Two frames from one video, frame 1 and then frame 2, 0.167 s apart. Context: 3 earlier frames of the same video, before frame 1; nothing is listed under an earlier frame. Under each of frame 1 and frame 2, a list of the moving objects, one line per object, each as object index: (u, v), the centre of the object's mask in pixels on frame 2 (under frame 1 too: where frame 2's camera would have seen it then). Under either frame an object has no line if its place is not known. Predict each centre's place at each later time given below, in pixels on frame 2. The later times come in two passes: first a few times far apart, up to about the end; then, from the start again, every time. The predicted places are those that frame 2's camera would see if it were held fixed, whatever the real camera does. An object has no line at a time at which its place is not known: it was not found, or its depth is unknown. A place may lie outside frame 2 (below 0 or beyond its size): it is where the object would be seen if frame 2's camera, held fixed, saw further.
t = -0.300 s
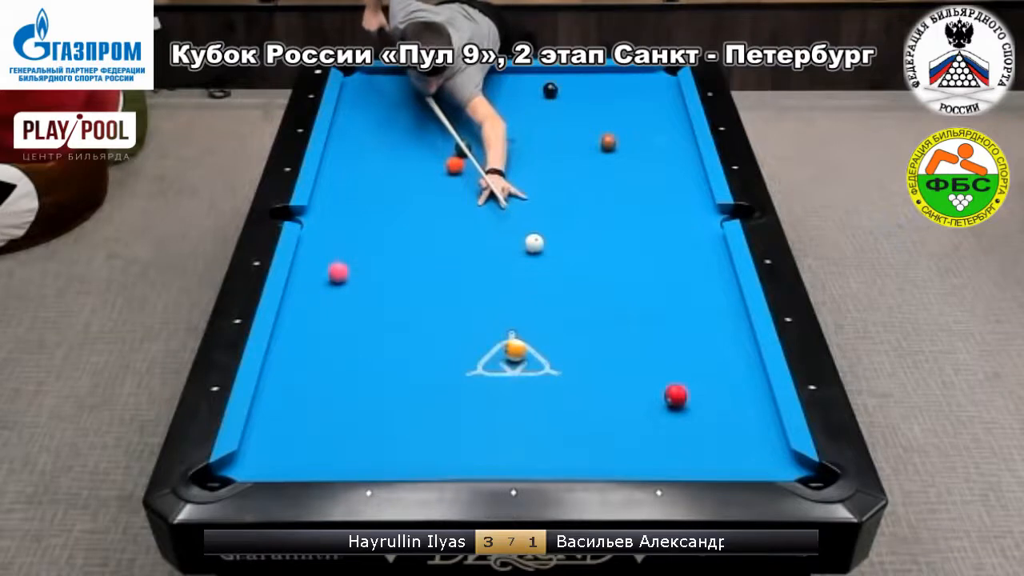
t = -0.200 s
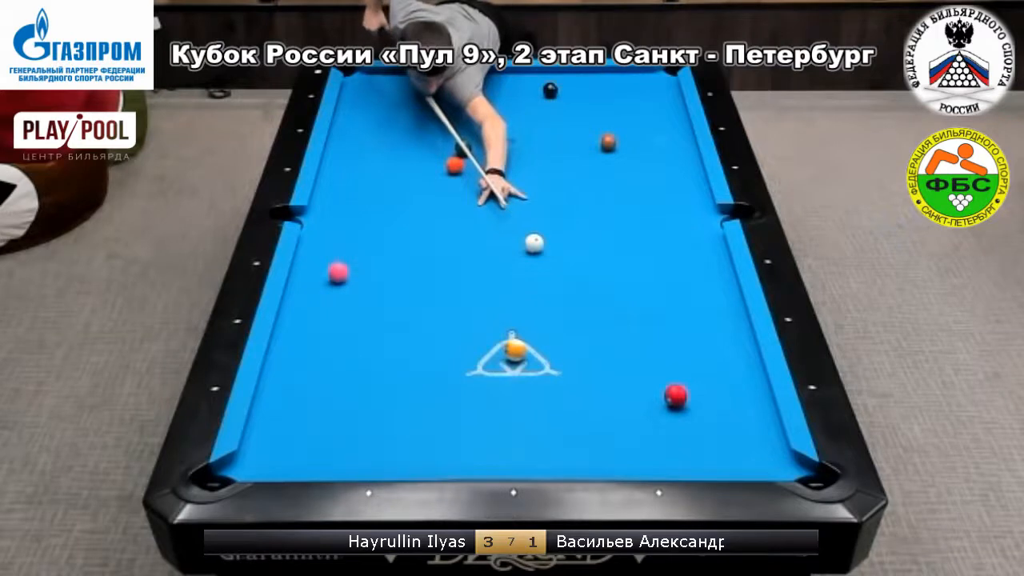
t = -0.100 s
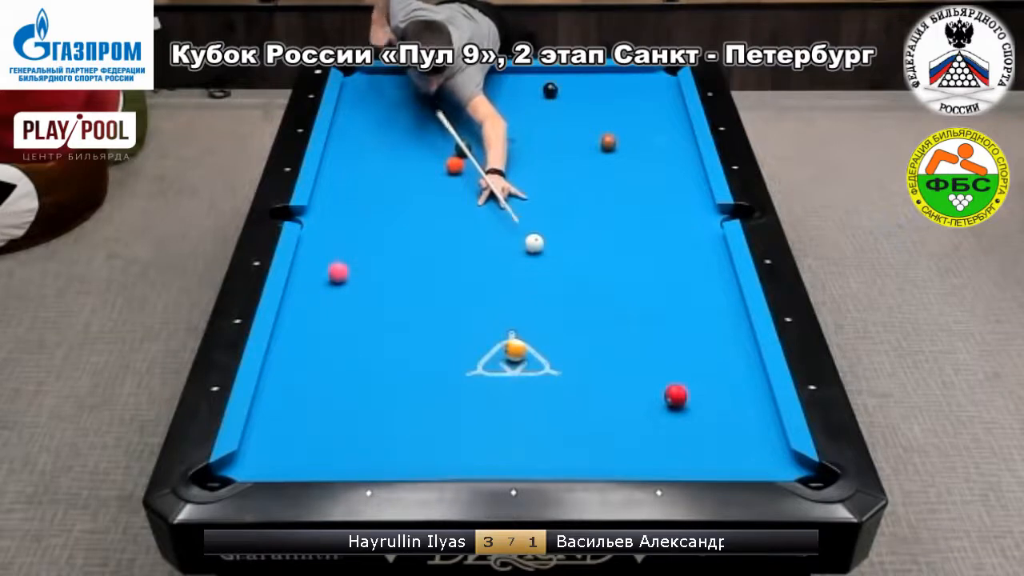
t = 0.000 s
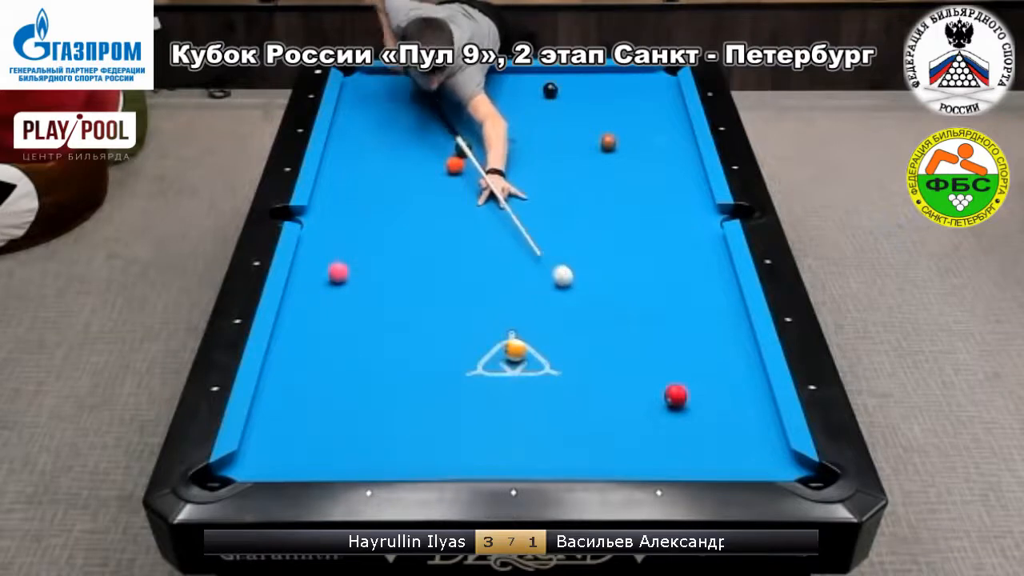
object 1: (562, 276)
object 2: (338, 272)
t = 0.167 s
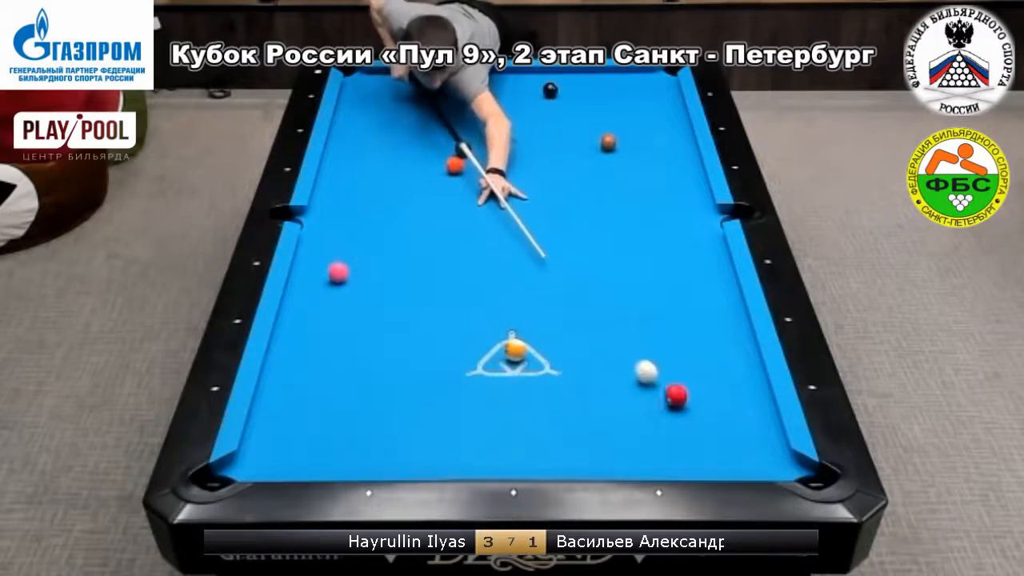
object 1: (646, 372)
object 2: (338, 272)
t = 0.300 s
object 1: (633, 405)
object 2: (338, 272)
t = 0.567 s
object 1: (588, 455)
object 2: (338, 272)
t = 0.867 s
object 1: (530, 433)
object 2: (338, 272)
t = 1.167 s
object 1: (478, 402)
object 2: (338, 272)
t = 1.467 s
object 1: (431, 373)
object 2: (338, 272)
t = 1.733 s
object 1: (392, 351)
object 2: (338, 272)
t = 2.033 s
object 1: (353, 328)
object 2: (338, 272)
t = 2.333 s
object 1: (317, 308)
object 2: (338, 272)
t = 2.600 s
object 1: (295, 291)
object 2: (338, 272)
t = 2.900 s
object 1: (319, 278)
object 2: (338, 272)
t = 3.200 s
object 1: (321, 273)
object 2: (353, 267)
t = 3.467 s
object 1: (322, 271)
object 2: (364, 263)
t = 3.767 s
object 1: (323, 268)
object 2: (375, 259)
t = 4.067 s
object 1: (322, 268)
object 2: (383, 257)
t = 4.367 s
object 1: (322, 268)
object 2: (389, 255)
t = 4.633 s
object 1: (322, 268)
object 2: (393, 254)
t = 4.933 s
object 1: (322, 268)
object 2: (396, 253)
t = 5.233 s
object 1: (322, 268)
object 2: (396, 253)
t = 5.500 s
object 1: (322, 268)
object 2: (396, 253)
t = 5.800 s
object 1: (322, 268)
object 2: (396, 253)
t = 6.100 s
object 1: (322, 268)
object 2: (396, 253)
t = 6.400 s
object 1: (322, 268)
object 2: (396, 253)
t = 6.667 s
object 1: (322, 268)
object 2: (396, 253)
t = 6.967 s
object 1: (322, 268)
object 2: (396, 253)
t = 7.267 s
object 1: (322, 268)
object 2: (396, 253)
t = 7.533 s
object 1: (322, 268)
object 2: (396, 253)
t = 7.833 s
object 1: (322, 268)
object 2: (397, 253)
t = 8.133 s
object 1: (323, 268)
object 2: (397, 253)
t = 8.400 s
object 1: (323, 268)
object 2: (396, 253)
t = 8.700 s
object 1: (323, 268)
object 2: (396, 253)
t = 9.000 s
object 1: (322, 268)
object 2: (396, 253)
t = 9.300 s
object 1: (322, 268)
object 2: (396, 253)
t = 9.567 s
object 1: (322, 268)
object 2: (396, 253)
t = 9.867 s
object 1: (322, 268)
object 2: (396, 253)
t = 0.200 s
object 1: (655, 388)
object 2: (338, 272)
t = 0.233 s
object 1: (647, 394)
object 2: (338, 272)
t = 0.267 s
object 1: (640, 399)
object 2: (338, 272)
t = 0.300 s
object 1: (633, 405)
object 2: (338, 272)
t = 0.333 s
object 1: (627, 412)
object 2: (338, 272)
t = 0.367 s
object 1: (622, 418)
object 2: (338, 272)
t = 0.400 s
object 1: (616, 424)
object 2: (338, 272)
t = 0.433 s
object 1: (611, 430)
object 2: (338, 272)
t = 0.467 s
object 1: (605, 437)
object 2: (338, 272)
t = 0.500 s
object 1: (600, 443)
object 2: (338, 272)
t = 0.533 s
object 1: (594, 449)
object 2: (338, 272)
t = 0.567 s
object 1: (588, 455)
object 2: (338, 272)
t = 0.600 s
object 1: (582, 458)
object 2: (338, 272)
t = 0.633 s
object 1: (576, 458)
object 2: (338, 272)
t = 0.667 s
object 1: (569, 455)
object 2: (338, 272)
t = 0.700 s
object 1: (563, 453)
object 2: (338, 272)
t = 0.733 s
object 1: (556, 449)
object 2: (338, 272)
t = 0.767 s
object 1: (549, 445)
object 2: (338, 272)
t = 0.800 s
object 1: (543, 441)
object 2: (338, 272)
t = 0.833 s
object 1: (536, 437)
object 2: (338, 272)
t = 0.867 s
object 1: (530, 433)
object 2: (338, 272)
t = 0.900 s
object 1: (524, 430)
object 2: (338, 272)
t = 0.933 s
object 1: (518, 426)
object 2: (338, 272)
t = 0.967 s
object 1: (512, 423)
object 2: (338, 272)
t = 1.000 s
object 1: (506, 419)
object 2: (338, 272)
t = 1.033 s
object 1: (500, 415)
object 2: (338, 272)
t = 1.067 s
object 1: (494, 412)
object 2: (338, 272)
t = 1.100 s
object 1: (489, 408)
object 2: (338, 272)
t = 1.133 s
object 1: (483, 405)
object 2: (338, 272)
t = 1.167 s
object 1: (478, 402)
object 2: (338, 272)
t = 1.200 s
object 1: (472, 398)
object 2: (338, 272)
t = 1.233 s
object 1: (467, 395)
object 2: (338, 272)
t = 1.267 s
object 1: (461, 392)
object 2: (338, 272)
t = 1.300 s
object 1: (456, 389)
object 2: (338, 272)
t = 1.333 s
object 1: (451, 386)
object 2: (338, 272)
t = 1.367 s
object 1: (445, 382)
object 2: (338, 272)
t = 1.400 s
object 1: (441, 379)
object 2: (338, 272)
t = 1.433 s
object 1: (436, 376)
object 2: (338, 272)
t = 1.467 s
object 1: (431, 373)
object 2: (338, 272)
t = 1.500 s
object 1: (426, 371)
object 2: (338, 272)
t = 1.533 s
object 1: (421, 367)
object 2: (338, 272)
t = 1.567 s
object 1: (415, 365)
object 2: (338, 272)
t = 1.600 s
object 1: (411, 362)
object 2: (338, 272)
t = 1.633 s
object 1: (406, 359)
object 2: (338, 272)
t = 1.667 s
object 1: (402, 356)
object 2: (338, 272)
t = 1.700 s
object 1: (397, 353)
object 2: (338, 272)
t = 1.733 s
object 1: (392, 351)
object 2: (338, 272)
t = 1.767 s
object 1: (388, 348)
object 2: (338, 272)
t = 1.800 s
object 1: (383, 345)
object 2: (338, 272)
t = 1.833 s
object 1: (379, 343)
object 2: (338, 272)
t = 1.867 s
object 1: (374, 340)
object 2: (338, 272)
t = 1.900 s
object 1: (370, 338)
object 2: (338, 272)
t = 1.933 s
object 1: (365, 335)
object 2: (338, 272)
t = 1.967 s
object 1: (361, 333)
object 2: (338, 272)
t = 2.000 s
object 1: (357, 331)
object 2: (338, 272)
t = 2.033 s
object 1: (353, 328)
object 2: (338, 272)
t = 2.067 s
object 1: (349, 326)
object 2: (338, 272)
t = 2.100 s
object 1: (345, 323)
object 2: (338, 272)
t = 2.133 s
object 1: (341, 321)
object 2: (338, 272)
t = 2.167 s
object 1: (337, 319)
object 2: (338, 272)
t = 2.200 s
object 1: (333, 316)
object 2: (338, 272)
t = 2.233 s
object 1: (329, 314)
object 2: (338, 272)
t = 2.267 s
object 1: (325, 312)
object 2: (338, 272)
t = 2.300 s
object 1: (322, 310)
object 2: (338, 272)
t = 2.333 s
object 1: (317, 308)
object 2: (338, 272)
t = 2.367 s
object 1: (314, 305)
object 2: (338, 272)
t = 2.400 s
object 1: (310, 303)
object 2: (338, 272)
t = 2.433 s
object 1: (307, 301)
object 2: (338, 272)
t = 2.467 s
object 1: (303, 299)
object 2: (338, 272)
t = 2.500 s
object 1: (300, 297)
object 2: (338, 272)
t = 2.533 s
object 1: (296, 295)
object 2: (338, 272)
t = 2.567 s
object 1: (293, 293)
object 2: (338, 272)
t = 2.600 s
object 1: (295, 291)
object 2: (338, 272)
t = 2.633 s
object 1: (297, 290)
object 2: (338, 272)
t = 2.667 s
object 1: (300, 288)
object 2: (338, 272)
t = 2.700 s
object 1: (303, 287)
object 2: (338, 272)
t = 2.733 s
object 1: (306, 286)
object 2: (338, 272)
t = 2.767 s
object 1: (308, 284)
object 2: (338, 272)
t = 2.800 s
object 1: (311, 283)
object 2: (338, 272)
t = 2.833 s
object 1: (313, 282)
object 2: (338, 272)
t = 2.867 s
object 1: (316, 280)
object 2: (338, 272)
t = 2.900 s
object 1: (319, 278)
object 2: (338, 272)
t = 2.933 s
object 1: (319, 278)
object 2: (339, 271)
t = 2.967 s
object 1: (320, 277)
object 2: (341, 271)
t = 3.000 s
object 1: (320, 277)
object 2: (343, 270)
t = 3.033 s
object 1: (320, 276)
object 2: (344, 269)
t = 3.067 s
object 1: (320, 276)
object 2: (347, 269)
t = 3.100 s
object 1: (320, 275)
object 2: (348, 269)
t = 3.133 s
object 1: (320, 275)
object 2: (350, 268)
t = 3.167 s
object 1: (320, 274)
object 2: (351, 268)
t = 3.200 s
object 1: (321, 273)
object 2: (353, 267)
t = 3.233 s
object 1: (321, 273)
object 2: (354, 266)
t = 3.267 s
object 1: (321, 273)
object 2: (355, 266)
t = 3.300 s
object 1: (321, 272)
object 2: (357, 266)
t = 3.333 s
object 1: (322, 272)
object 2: (359, 265)
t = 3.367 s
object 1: (322, 272)
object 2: (360, 264)
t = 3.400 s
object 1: (322, 271)
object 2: (361, 264)
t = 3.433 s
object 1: (322, 271)
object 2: (362, 263)
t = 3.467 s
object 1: (322, 271)
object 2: (364, 263)
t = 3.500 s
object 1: (322, 271)
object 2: (366, 263)
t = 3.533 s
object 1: (322, 270)
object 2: (367, 262)
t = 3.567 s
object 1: (322, 270)
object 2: (368, 262)
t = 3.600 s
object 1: (322, 269)
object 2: (369, 261)
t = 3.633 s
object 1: (323, 269)
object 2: (370, 261)
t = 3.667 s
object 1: (323, 269)
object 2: (371, 260)
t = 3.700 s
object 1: (323, 269)
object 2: (373, 260)
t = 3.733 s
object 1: (323, 269)
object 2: (374, 260)
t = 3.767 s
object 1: (323, 268)
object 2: (375, 259)
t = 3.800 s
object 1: (323, 268)
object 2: (376, 259)
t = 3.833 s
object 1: (323, 268)
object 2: (377, 258)
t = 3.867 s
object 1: (323, 268)
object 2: (378, 258)
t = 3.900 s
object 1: (323, 268)
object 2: (379, 258)
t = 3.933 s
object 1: (323, 268)
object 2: (380, 258)
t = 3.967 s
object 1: (323, 268)
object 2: (380, 257)
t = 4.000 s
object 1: (323, 268)
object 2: (381, 257)
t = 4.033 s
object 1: (322, 268)
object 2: (382, 257)
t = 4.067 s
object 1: (322, 268)
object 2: (383, 257)
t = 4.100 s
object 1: (322, 268)
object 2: (384, 256)
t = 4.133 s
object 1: (322, 268)
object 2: (385, 256)
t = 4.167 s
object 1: (322, 268)
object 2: (386, 255)
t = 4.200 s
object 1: (322, 268)
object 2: (386, 256)
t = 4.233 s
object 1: (322, 268)
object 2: (387, 255)
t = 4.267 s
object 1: (322, 268)
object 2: (387, 256)
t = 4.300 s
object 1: (322, 268)
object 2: (388, 255)
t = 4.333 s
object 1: (322, 268)
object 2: (388, 255)
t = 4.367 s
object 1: (322, 268)
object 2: (389, 255)
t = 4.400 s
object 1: (322, 268)
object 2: (390, 255)
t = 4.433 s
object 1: (322, 268)
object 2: (390, 254)
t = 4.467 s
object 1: (322, 268)
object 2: (391, 254)
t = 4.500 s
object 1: (322, 268)
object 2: (391, 254)
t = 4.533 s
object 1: (322, 268)
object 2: (392, 254)
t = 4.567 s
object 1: (322, 268)
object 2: (392, 254)
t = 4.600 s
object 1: (322, 268)
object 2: (393, 254)
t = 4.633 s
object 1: (322, 268)
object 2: (393, 254)
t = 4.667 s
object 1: (322, 268)
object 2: (394, 254)
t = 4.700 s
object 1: (322, 268)
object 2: (394, 254)
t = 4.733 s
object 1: (322, 268)
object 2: (395, 253)
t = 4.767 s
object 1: (322, 268)
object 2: (395, 254)
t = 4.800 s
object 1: (322, 268)
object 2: (396, 253)
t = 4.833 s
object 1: (322, 268)
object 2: (396, 253)
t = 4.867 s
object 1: (322, 268)
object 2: (396, 253)
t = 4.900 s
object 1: (322, 268)
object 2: (396, 253)
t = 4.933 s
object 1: (322, 268)
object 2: (396, 253)
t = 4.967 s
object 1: (322, 268)
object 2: (396, 253)
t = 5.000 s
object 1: (322, 268)
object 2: (396, 253)
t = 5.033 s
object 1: (322, 268)
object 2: (396, 253)
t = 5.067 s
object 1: (322, 268)
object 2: (396, 253)
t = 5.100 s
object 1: (322, 268)
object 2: (396, 253)
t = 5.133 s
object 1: (322, 268)
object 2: (396, 253)
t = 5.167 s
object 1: (322, 268)
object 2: (396, 253)
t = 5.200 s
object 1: (322, 268)
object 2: (396, 253)
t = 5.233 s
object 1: (322, 268)
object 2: (396, 253)
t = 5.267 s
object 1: (322, 268)
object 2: (396, 253)
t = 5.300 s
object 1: (322, 268)
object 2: (396, 253)
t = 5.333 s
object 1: (322, 268)
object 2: (396, 253)
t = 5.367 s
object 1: (322, 268)
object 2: (396, 253)
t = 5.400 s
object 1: (322, 268)
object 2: (396, 253)
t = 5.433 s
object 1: (322, 268)
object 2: (396, 253)
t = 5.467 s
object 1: (322, 268)
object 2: (396, 253)
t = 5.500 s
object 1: (322, 268)
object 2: (396, 253)
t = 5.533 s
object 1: (322, 268)
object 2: (396, 253)
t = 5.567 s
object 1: (322, 268)
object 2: (396, 253)
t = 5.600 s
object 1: (322, 268)
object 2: (396, 253)
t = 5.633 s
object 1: (322, 268)
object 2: (396, 253)
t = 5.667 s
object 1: (322, 268)
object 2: (396, 253)
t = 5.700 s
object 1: (322, 268)
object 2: (396, 253)
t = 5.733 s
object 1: (323, 268)
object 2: (396, 253)
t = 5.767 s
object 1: (322, 268)
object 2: (396, 253)
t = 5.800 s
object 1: (322, 268)
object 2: (396, 253)
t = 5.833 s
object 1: (322, 268)
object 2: (396, 253)
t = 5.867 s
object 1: (322, 268)
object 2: (396, 253)
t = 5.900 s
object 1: (322, 268)
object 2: (396, 253)
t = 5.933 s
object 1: (322, 268)
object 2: (396, 253)
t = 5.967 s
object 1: (323, 268)
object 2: (396, 253)
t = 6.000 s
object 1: (322, 268)
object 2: (396, 253)
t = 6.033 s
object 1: (322, 268)
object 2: (396, 253)
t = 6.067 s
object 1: (323, 268)
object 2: (396, 253)
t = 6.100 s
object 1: (322, 268)
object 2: (396, 253)
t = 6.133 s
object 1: (322, 268)
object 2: (396, 253)
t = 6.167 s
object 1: (322, 268)
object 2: (396, 253)
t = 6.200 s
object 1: (322, 268)
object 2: (396, 253)
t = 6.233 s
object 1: (322, 268)
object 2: (396, 253)
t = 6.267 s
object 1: (322, 268)
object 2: (396, 253)
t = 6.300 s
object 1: (322, 268)
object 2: (396, 253)
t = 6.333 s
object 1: (322, 268)
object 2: (396, 253)
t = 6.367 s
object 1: (322, 268)
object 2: (396, 253)
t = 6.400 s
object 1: (322, 268)
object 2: (396, 253)
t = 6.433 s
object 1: (322, 268)
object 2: (396, 253)
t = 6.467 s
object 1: (322, 268)
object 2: (396, 253)
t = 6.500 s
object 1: (322, 268)
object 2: (396, 253)
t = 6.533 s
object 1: (322, 268)
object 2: (396, 253)
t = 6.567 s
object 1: (322, 268)
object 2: (396, 253)
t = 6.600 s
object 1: (322, 268)
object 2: (396, 253)
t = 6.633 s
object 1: (322, 268)
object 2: (396, 253)
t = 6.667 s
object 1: (322, 268)
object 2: (396, 253)
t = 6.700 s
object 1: (322, 268)
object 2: (396, 253)
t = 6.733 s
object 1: (322, 268)
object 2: (396, 253)
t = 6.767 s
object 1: (322, 268)
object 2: (396, 253)
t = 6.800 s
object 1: (322, 268)
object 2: (396, 253)
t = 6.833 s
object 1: (322, 268)
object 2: (396, 253)
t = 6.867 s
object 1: (322, 268)
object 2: (396, 253)
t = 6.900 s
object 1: (322, 268)
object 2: (396, 253)
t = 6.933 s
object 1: (322, 268)
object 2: (396, 253)
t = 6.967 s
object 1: (322, 268)
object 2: (396, 253)
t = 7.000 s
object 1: (322, 268)
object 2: (396, 253)
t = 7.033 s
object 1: (322, 268)
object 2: (396, 253)
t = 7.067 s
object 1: (322, 268)
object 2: (396, 253)
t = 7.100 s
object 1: (322, 268)
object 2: (396, 253)
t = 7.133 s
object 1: (322, 268)
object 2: (396, 253)
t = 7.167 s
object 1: (322, 268)
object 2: (396, 253)
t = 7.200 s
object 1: (322, 268)
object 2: (396, 253)
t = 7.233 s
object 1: (322, 268)
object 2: (396, 253)
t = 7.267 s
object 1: (322, 268)
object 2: (396, 253)
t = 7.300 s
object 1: (322, 268)
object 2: (396, 253)
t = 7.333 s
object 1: (322, 268)
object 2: (396, 253)
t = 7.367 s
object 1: (322, 268)
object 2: (396, 253)
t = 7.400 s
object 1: (322, 269)
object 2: (396, 253)
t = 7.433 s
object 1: (322, 268)
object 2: (396, 253)
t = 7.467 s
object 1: (322, 268)
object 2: (396, 253)
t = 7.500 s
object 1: (322, 268)
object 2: (396, 253)
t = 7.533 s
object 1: (322, 268)
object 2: (396, 253)
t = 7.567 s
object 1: (322, 268)
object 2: (396, 253)
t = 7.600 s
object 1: (322, 268)
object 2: (396, 253)
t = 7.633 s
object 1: (322, 268)
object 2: (396, 253)
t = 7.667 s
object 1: (322, 268)
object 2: (396, 253)
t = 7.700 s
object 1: (322, 268)
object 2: (396, 253)
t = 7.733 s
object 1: (323, 268)
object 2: (396, 253)
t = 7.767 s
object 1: (322, 268)
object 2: (396, 253)
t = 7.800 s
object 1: (323, 268)
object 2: (396, 253)
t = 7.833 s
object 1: (322, 268)
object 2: (397, 253)
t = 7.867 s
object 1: (322, 268)
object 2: (396, 253)
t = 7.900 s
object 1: (323, 269)
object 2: (397, 253)
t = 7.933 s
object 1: (323, 268)
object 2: (397, 253)
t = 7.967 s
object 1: (323, 268)
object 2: (397, 253)
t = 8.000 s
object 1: (322, 268)
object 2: (397, 253)
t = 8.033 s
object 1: (322, 268)
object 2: (397, 253)
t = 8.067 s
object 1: (323, 268)
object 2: (397, 253)
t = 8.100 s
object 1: (323, 268)
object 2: (397, 253)
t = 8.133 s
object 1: (323, 268)
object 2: (397, 253)
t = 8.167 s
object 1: (323, 268)
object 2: (396, 253)
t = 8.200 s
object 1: (323, 268)
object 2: (397, 253)
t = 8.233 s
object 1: (323, 268)
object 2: (397, 253)
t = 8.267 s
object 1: (323, 268)
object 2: (397, 253)
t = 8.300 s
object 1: (323, 268)
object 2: (397, 253)
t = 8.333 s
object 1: (323, 268)
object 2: (396, 253)
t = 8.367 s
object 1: (323, 268)
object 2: (396, 253)
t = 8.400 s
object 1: (323, 268)
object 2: (396, 253)
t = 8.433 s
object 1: (323, 268)
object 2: (396, 253)
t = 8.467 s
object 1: (323, 268)
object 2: (396, 253)
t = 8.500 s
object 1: (323, 268)
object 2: (396, 253)
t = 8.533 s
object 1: (323, 268)
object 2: (396, 253)
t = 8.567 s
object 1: (323, 268)
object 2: (396, 253)
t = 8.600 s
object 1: (323, 268)
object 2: (396, 253)
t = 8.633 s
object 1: (323, 268)
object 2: (396, 253)
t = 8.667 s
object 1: (323, 269)
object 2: (396, 253)
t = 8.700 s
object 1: (323, 268)
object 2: (396, 253)
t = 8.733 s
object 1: (322, 268)
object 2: (396, 253)
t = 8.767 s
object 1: (322, 268)
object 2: (396, 253)
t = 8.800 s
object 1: (323, 268)
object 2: (396, 253)
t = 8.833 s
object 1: (323, 268)
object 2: (396, 253)
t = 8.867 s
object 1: (322, 268)
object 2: (396, 253)
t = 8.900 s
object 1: (322, 268)
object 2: (396, 253)
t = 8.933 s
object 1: (322, 268)
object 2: (396, 253)
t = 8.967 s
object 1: (322, 268)
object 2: (396, 253)
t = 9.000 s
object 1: (322, 268)
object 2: (396, 253)
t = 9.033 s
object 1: (322, 268)
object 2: (396, 253)
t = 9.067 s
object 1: (322, 268)
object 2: (396, 253)
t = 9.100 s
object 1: (323, 268)
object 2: (396, 253)
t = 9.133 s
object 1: (322, 268)
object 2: (396, 253)
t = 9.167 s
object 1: (322, 268)
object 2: (396, 253)
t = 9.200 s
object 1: (322, 268)
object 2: (396, 253)
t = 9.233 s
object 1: (322, 268)
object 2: (396, 253)
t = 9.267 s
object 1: (322, 268)
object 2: (396, 253)
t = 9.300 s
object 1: (322, 268)
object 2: (396, 253)
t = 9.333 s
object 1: (322, 268)
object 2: (396, 253)
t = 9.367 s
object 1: (322, 268)
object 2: (396, 253)
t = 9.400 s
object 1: (322, 268)
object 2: (396, 253)
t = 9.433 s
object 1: (322, 268)
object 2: (396, 253)
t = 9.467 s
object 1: (322, 268)
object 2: (396, 253)
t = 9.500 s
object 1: (322, 268)
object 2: (396, 253)
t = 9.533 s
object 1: (322, 268)
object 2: (396, 253)
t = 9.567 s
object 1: (322, 268)
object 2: (396, 253)
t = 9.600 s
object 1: (322, 268)
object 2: (396, 253)
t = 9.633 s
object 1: (322, 268)
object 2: (396, 253)
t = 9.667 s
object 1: (322, 268)
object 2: (396, 253)
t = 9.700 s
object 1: (322, 268)
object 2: (396, 253)
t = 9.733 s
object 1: (322, 268)
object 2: (396, 253)
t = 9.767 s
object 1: (322, 268)
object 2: (396, 253)
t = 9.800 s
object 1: (322, 268)
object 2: (396, 253)
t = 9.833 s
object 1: (322, 268)
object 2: (396, 253)
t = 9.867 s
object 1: (322, 268)
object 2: (396, 253)
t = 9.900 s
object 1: (322, 268)
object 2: (396, 253)
